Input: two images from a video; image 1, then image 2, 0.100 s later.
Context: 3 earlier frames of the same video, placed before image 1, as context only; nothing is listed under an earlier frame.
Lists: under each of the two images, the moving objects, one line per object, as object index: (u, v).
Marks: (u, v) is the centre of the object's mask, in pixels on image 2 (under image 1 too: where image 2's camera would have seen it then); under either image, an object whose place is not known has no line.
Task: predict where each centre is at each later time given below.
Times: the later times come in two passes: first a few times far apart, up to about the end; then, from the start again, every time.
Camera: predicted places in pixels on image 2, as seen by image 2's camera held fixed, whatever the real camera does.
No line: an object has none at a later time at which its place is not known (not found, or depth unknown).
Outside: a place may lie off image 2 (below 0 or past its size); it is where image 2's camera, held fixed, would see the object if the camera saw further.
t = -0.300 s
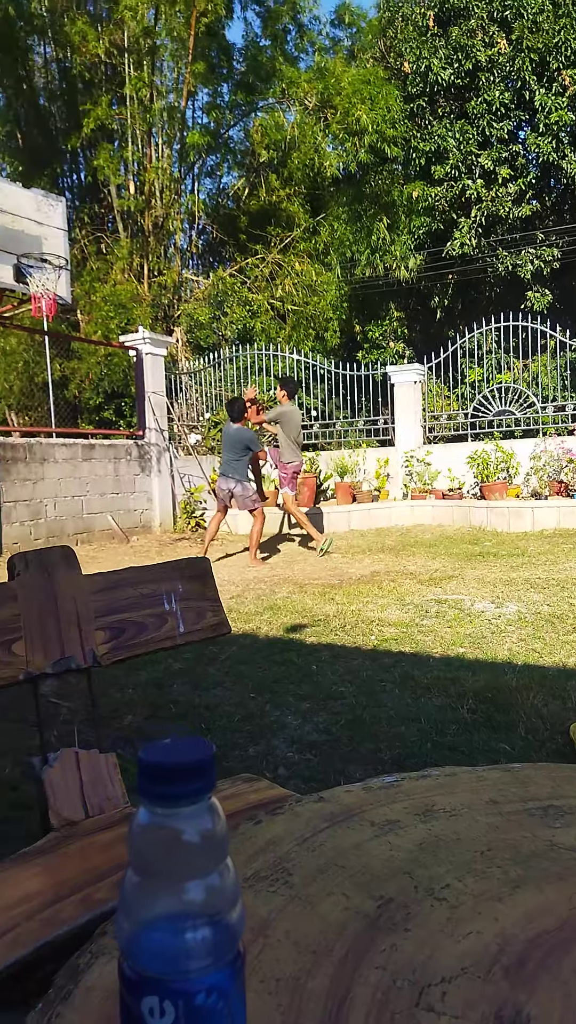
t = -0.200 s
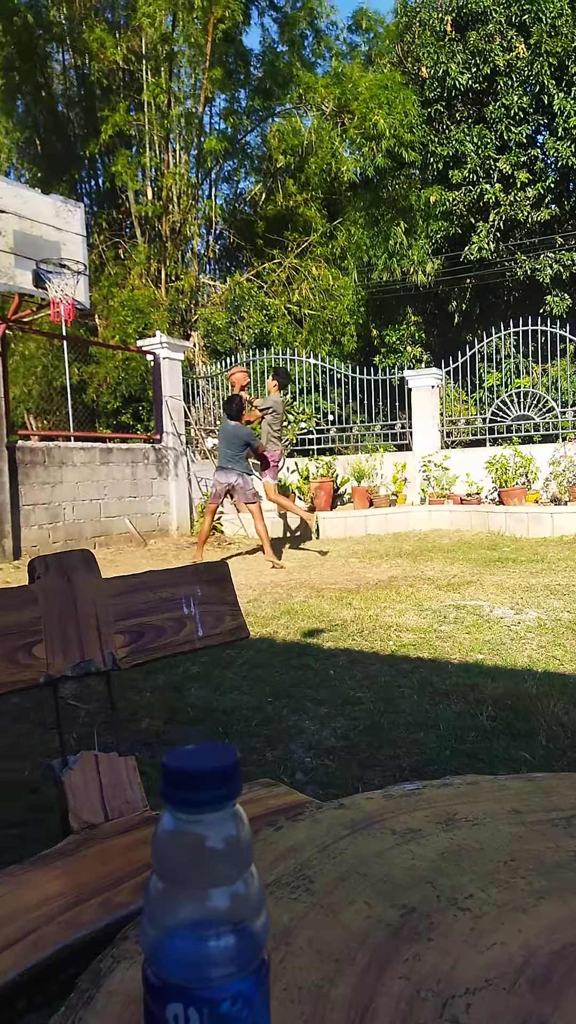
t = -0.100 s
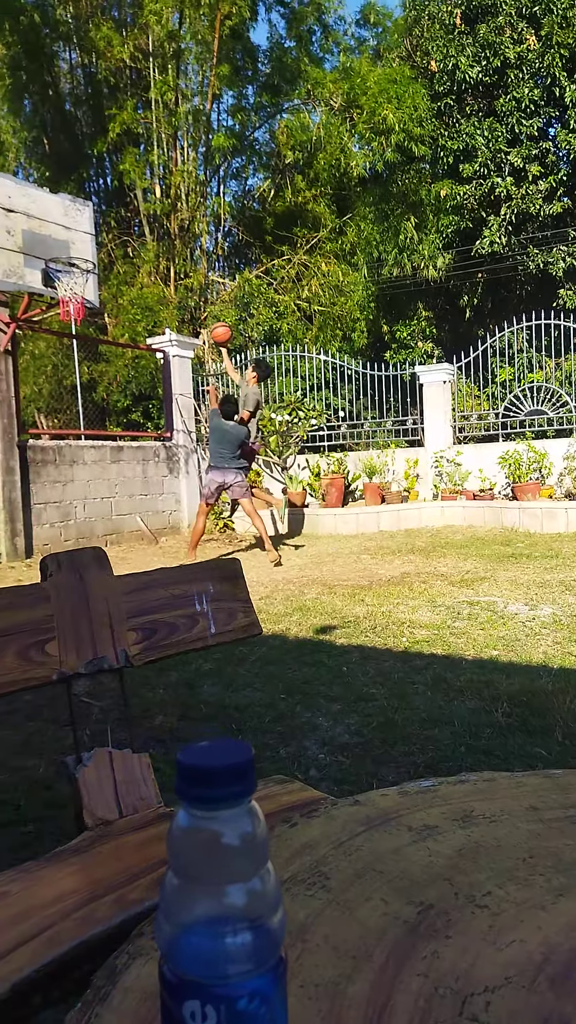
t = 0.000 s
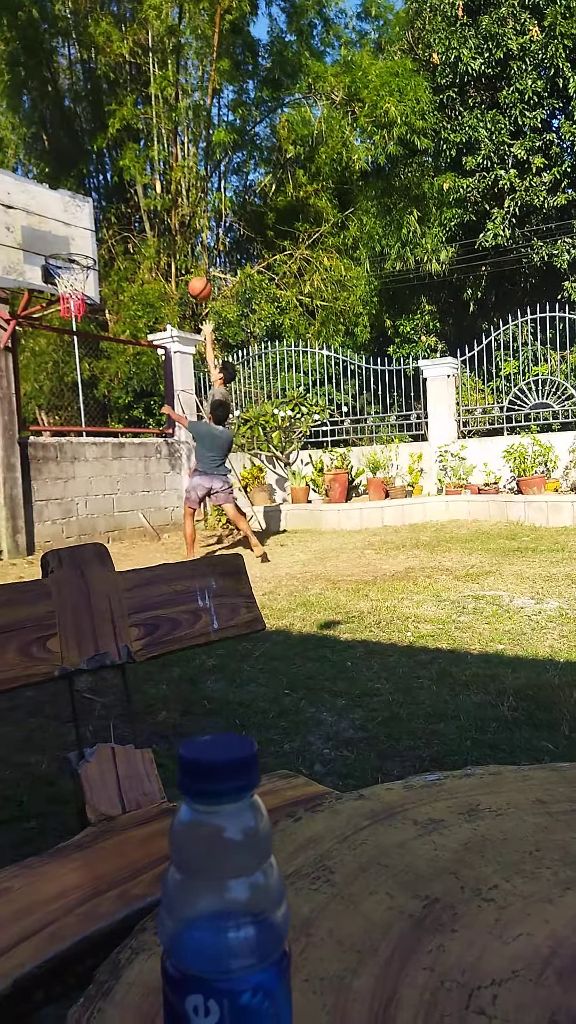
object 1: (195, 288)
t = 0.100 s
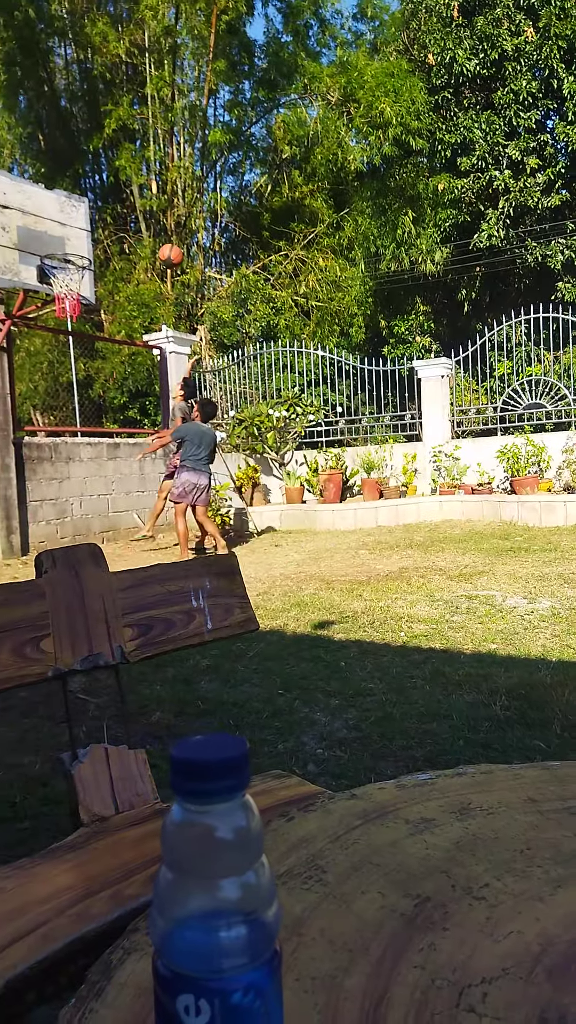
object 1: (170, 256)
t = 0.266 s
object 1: (129, 222)
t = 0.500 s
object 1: (73, 224)
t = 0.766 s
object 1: (7, 296)
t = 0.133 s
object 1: (162, 246)
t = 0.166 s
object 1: (154, 239)
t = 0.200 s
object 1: (145, 233)
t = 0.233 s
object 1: (137, 227)
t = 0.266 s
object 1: (129, 222)
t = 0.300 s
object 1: (120, 219)
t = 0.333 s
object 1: (112, 216)
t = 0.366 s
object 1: (104, 215)
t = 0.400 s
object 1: (96, 214)
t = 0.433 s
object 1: (88, 218)
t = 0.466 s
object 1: (80, 221)
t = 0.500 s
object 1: (73, 224)
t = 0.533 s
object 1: (65, 229)
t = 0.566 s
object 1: (57, 235)
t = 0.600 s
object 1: (49, 243)
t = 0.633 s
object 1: (39, 250)
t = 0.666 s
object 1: (30, 259)
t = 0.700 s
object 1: (23, 271)
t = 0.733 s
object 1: (15, 283)
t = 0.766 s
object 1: (7, 296)
